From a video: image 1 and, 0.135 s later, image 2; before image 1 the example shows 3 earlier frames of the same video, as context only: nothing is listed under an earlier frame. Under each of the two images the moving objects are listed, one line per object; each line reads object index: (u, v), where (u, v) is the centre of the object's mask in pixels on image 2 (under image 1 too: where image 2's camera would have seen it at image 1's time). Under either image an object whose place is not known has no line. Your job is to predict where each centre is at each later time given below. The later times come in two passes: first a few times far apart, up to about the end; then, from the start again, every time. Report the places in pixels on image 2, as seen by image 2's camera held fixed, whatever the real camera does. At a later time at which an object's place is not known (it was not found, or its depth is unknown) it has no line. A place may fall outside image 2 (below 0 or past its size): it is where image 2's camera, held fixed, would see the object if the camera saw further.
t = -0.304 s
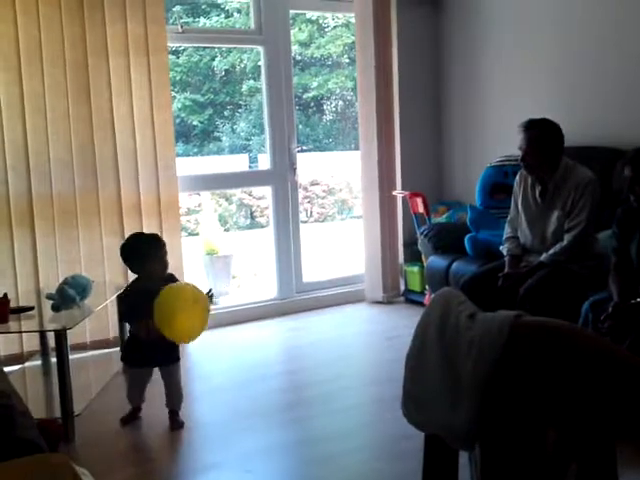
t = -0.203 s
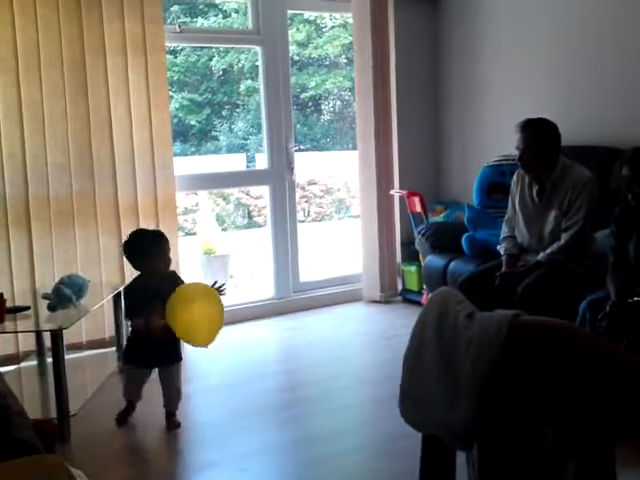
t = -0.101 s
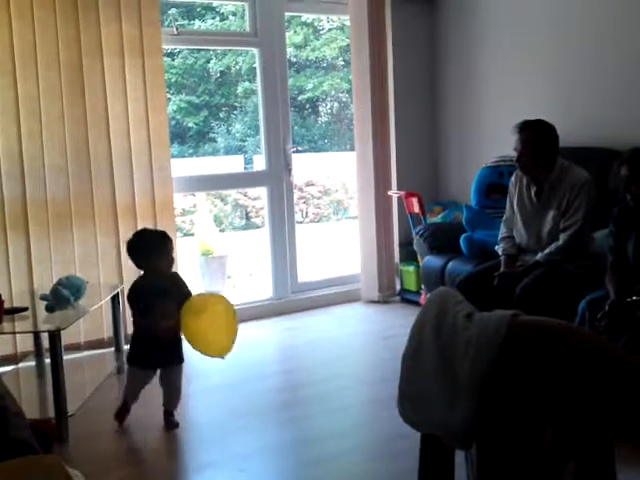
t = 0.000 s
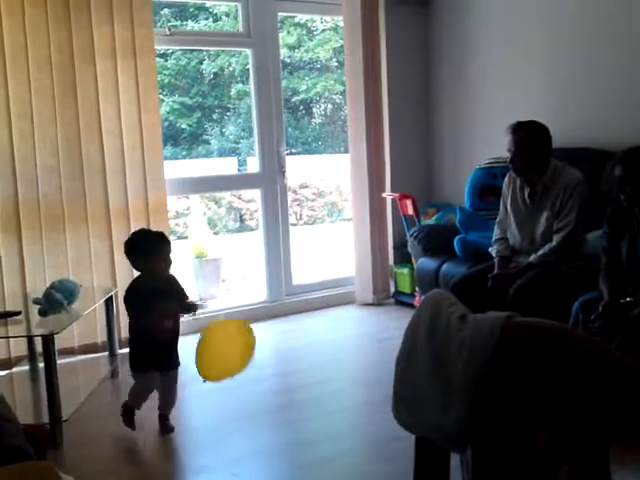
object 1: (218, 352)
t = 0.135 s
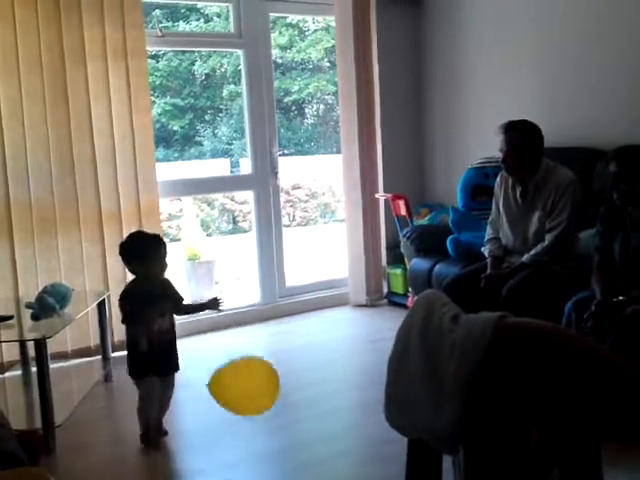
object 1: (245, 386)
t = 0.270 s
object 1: (273, 427)
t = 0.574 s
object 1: (297, 408)
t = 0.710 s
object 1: (305, 399)
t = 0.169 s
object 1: (252, 395)
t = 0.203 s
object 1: (259, 406)
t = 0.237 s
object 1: (266, 416)
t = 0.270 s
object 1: (273, 427)
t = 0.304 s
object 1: (278, 437)
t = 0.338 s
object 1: (282, 440)
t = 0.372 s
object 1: (285, 435)
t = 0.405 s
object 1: (288, 429)
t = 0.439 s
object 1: (290, 425)
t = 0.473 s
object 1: (292, 420)
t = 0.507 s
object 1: (294, 416)
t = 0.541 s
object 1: (296, 411)
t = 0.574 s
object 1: (297, 408)
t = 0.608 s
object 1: (299, 404)
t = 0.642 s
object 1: (301, 402)
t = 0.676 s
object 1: (303, 400)
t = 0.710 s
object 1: (305, 399)
